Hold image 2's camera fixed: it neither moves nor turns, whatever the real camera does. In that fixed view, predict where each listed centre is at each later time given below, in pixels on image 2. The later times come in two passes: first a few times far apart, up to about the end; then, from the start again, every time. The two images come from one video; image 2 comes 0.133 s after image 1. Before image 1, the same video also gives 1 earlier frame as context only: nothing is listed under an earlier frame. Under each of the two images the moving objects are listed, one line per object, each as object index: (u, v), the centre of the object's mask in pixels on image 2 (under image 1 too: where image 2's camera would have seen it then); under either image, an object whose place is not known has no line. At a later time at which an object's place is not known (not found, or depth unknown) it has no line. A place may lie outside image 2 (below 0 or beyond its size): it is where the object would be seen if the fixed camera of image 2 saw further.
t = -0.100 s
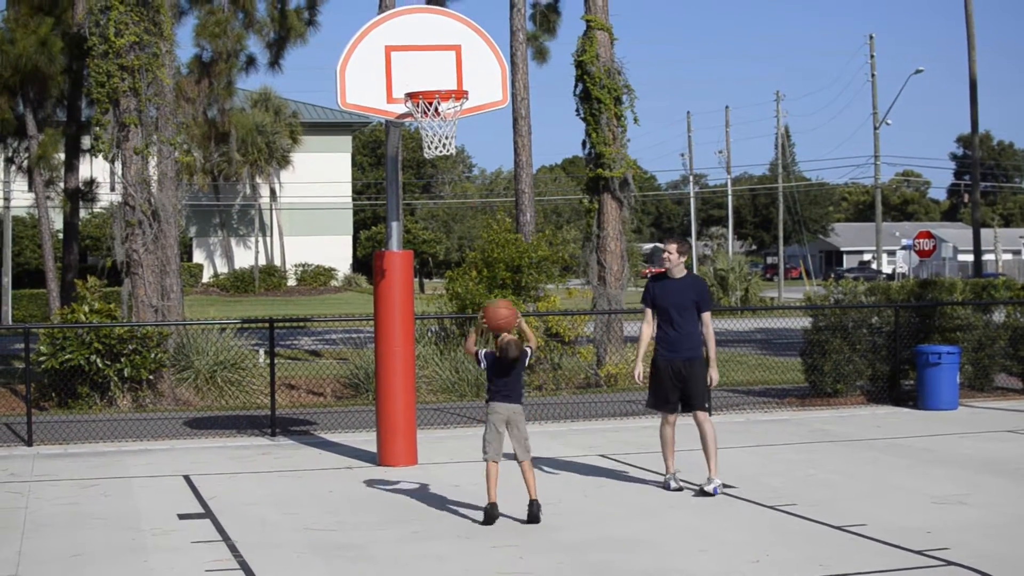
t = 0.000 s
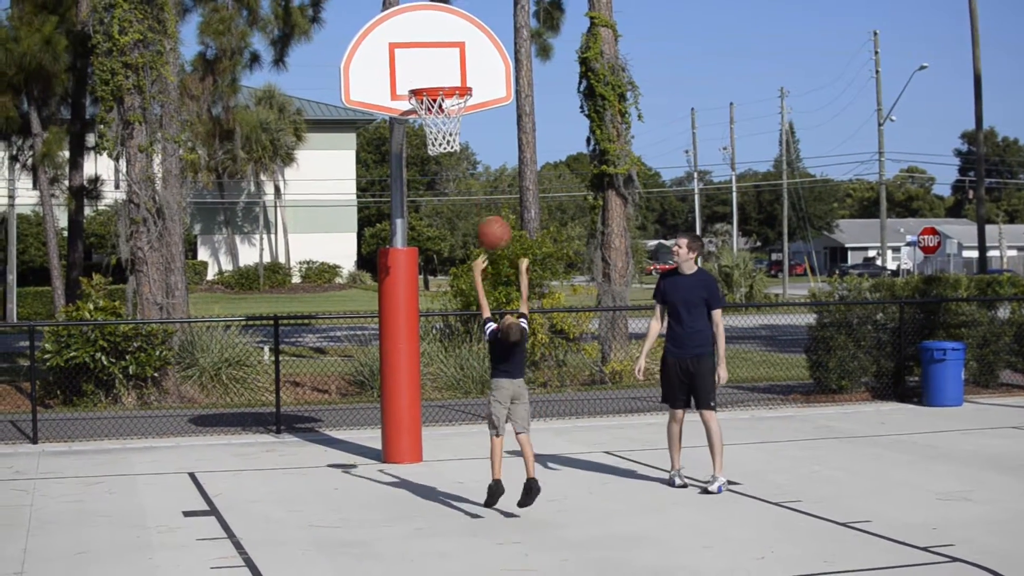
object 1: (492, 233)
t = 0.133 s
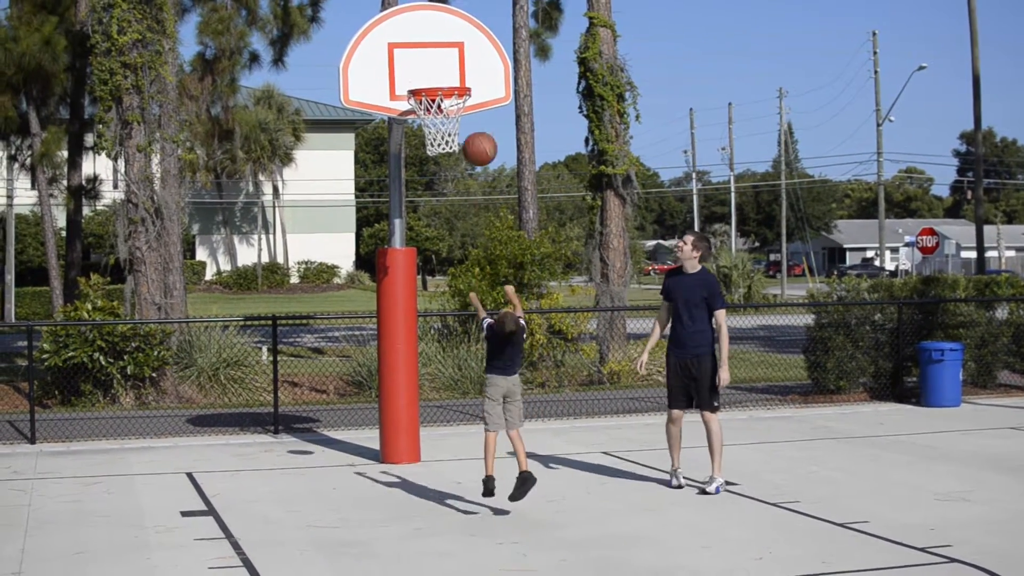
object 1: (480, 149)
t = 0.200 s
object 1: (474, 117)
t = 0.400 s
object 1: (458, 63)
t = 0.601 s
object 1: (446, 65)
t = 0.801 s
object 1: (430, 78)
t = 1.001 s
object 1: (448, 110)
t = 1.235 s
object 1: (451, 137)
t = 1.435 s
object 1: (431, 186)
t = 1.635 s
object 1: (414, 285)
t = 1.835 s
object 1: (398, 435)
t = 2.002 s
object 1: (386, 407)
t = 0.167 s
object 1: (477, 132)
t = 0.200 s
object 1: (474, 117)
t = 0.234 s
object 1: (471, 104)
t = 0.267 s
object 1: (468, 93)
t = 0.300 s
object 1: (467, 83)
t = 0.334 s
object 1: (464, 75)
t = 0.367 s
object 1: (461, 68)
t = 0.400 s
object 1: (458, 63)
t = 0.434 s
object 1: (456, 60)
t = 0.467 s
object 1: (454, 58)
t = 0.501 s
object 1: (452, 57)
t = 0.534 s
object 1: (451, 58)
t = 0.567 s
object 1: (449, 60)
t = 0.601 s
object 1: (446, 65)
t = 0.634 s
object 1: (444, 70)
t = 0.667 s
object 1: (442, 72)
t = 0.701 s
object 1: (439, 72)
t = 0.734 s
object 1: (436, 73)
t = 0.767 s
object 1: (433, 75)
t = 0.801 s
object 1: (430, 78)
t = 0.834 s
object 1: (427, 81)
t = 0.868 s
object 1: (427, 83)
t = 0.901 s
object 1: (432, 84)
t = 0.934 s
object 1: (436, 85)
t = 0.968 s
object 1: (444, 105)
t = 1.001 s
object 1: (448, 110)
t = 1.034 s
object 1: (451, 115)
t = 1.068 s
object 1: (456, 120)
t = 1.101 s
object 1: (458, 123)
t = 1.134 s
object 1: (456, 127)
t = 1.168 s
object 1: (456, 129)
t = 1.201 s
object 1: (454, 133)
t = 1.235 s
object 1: (451, 137)
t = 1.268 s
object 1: (447, 143)
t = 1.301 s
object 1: (443, 150)
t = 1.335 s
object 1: (440, 160)
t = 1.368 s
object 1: (437, 165)
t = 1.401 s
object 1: (434, 175)
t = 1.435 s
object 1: (431, 186)
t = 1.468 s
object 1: (428, 199)
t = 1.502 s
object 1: (426, 213)
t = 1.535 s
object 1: (422, 229)
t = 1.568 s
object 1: (419, 247)
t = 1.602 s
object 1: (417, 265)
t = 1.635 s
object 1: (414, 285)
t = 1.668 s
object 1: (411, 307)
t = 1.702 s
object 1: (408, 330)
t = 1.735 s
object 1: (406, 354)
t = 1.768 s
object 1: (404, 380)
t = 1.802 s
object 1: (401, 407)
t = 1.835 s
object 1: (398, 435)
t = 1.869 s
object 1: (396, 465)
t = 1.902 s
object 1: (393, 461)
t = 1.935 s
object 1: (390, 441)
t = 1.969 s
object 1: (388, 424)
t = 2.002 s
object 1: (386, 407)
